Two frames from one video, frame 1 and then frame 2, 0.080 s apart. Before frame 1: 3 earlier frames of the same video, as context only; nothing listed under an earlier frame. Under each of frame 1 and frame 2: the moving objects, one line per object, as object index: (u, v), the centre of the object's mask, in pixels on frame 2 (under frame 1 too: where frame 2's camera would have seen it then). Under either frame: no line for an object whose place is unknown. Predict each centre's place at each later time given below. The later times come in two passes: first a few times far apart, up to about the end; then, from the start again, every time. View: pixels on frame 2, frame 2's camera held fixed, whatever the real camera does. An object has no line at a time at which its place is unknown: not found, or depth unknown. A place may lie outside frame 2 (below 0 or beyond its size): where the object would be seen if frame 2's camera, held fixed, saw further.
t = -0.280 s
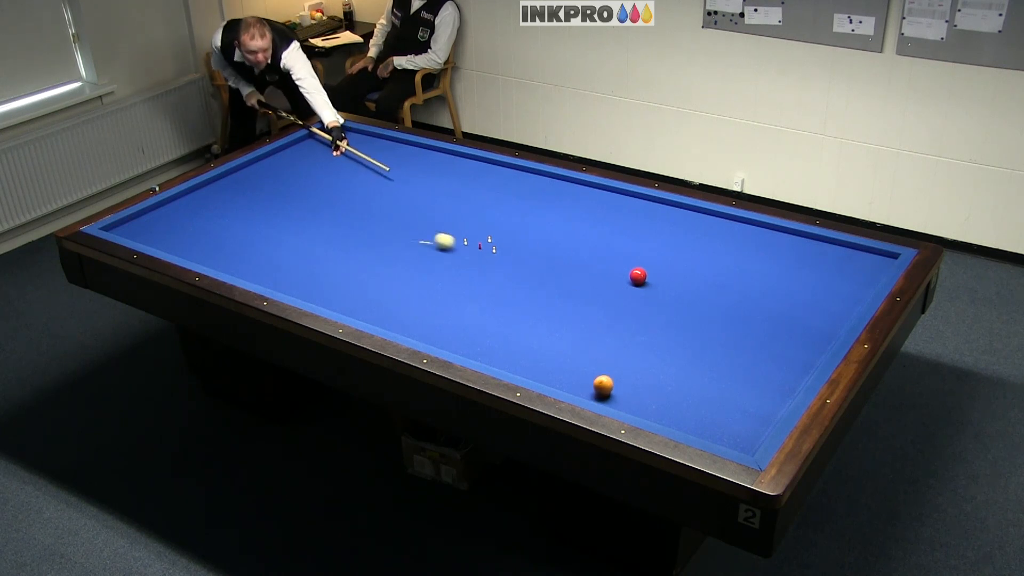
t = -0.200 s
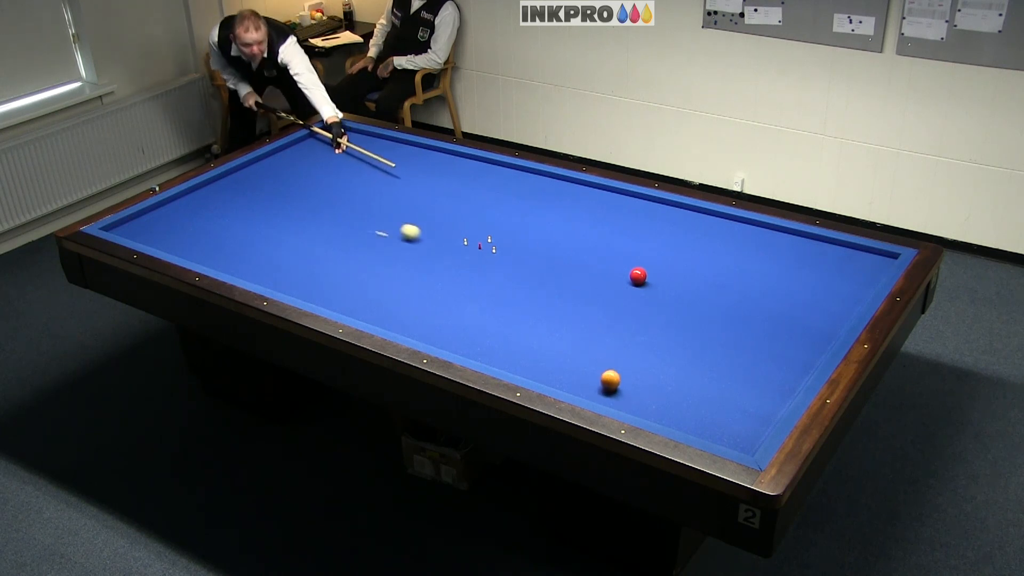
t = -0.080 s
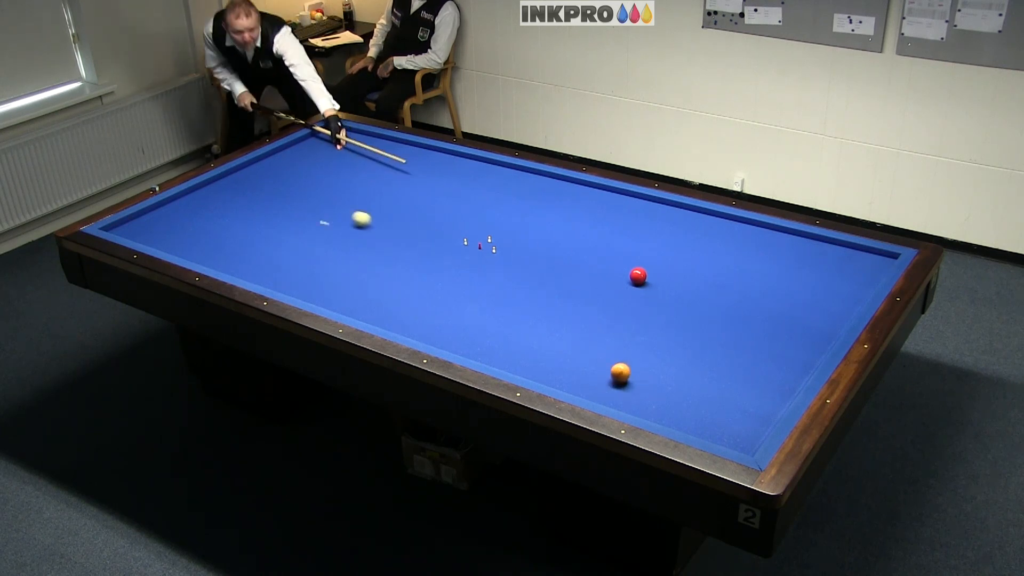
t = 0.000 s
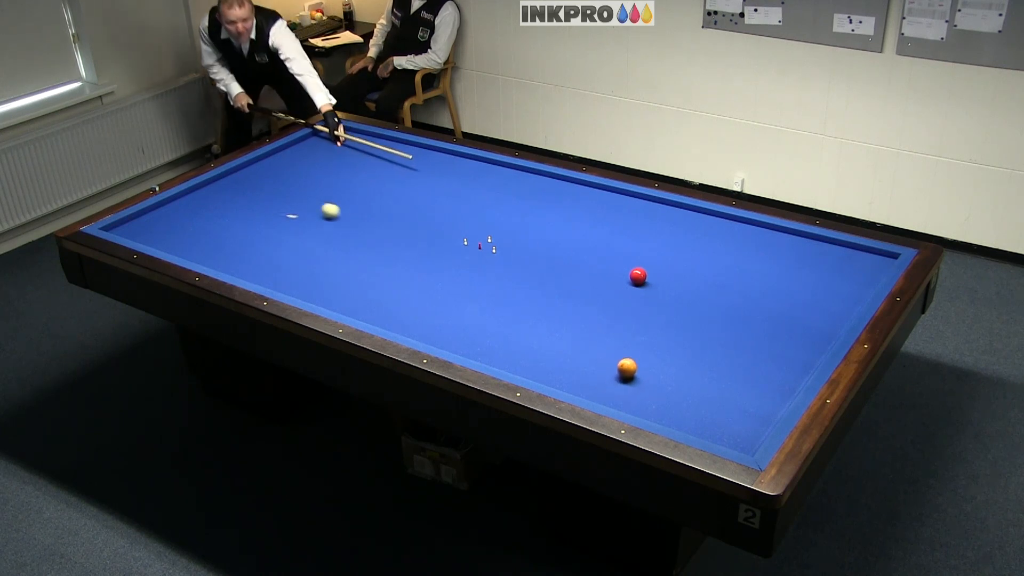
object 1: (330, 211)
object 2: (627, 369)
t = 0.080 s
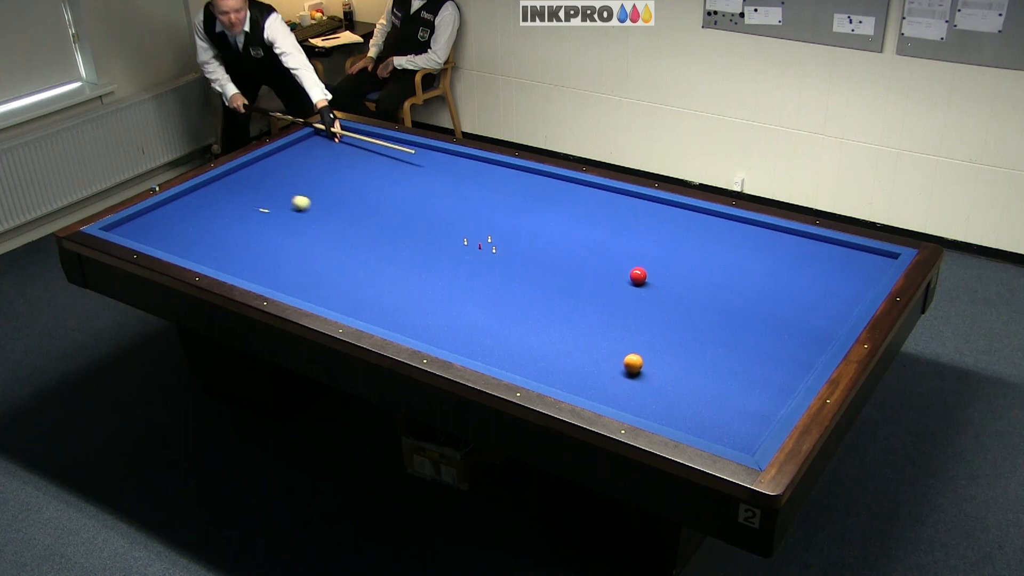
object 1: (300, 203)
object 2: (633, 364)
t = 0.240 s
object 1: (245, 189)
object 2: (645, 355)
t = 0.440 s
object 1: (238, 188)
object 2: (659, 344)
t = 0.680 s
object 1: (289, 203)
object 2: (675, 333)
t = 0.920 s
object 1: (335, 217)
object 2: (690, 321)
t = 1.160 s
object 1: (384, 231)
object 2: (704, 311)
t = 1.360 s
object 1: (427, 244)
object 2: (715, 302)
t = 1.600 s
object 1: (481, 260)
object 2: (727, 293)
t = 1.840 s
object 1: (539, 277)
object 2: (738, 284)
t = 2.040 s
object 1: (589, 292)
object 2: (747, 278)
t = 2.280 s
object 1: (652, 311)
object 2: (756, 270)
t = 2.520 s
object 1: (718, 330)
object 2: (766, 262)
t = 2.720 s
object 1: (776, 347)
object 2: (773, 257)
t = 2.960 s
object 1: (795, 353)
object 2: (781, 250)
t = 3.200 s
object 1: (756, 341)
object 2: (788, 244)
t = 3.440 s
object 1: (719, 330)
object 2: (795, 238)
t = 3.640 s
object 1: (690, 322)
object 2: (799, 236)
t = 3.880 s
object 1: (657, 312)
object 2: (797, 239)
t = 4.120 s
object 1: (625, 303)
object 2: (795, 242)
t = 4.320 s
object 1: (601, 295)
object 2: (793, 244)
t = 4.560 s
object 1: (572, 287)
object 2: (792, 247)
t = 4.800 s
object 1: (545, 279)
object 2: (790, 249)
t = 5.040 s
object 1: (519, 271)
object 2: (789, 250)
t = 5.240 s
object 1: (499, 265)
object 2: (788, 252)
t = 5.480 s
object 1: (476, 258)
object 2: (787, 253)
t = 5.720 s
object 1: (455, 252)
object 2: (786, 254)
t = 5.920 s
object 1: (438, 246)
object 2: (786, 255)
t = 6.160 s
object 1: (418, 240)
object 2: (785, 255)
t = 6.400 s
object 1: (400, 235)
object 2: (785, 255)
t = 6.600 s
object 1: (386, 230)
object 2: (785, 255)
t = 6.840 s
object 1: (370, 225)
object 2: (785, 255)
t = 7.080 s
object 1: (354, 220)
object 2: (785, 255)
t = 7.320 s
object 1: (340, 216)
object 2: (785, 255)
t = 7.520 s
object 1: (329, 212)
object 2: (785, 255)
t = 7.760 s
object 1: (316, 208)
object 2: (785, 255)
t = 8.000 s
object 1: (304, 204)
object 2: (785, 255)
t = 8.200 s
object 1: (295, 201)
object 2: (785, 255)
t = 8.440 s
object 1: (284, 197)
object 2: (785, 255)
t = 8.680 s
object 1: (274, 194)
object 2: (785, 255)
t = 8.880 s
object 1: (266, 191)
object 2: (785, 255)
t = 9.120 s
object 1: (257, 188)
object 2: (785, 255)
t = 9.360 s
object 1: (249, 185)
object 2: (785, 255)
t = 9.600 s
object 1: (241, 182)
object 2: (785, 255)
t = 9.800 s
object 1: (235, 180)
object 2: (785, 255)
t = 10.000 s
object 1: (229, 178)
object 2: (785, 255)
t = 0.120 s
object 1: (286, 200)
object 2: (636, 362)
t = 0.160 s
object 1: (272, 196)
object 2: (639, 360)
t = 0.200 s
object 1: (258, 192)
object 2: (642, 357)
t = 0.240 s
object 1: (245, 189)
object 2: (645, 355)
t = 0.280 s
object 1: (232, 185)
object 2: (648, 353)
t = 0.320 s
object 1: (219, 181)
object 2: (651, 351)
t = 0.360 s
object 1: (219, 181)
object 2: (654, 349)
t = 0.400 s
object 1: (229, 185)
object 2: (657, 346)
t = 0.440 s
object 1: (238, 188)
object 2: (659, 344)
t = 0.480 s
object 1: (248, 191)
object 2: (662, 342)
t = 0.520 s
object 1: (257, 193)
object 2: (665, 340)
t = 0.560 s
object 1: (265, 196)
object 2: (668, 338)
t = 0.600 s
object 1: (273, 198)
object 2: (670, 337)
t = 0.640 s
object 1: (281, 200)
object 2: (673, 335)
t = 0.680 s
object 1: (289, 203)
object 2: (675, 333)
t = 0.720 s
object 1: (296, 205)
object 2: (678, 331)
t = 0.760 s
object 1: (304, 207)
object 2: (680, 329)
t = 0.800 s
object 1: (311, 209)
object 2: (683, 327)
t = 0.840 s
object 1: (319, 212)
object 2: (686, 325)
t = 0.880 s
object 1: (327, 214)
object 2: (688, 323)
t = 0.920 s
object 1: (335, 217)
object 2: (690, 321)
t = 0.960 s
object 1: (343, 219)
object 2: (693, 320)
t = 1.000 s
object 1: (351, 221)
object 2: (695, 318)
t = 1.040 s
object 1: (359, 224)
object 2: (697, 316)
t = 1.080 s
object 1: (367, 226)
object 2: (700, 314)
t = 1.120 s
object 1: (376, 228)
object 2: (702, 313)
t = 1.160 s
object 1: (384, 231)
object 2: (704, 311)
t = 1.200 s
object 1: (392, 233)
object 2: (706, 309)
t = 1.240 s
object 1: (401, 236)
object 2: (708, 307)
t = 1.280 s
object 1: (410, 239)
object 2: (711, 306)
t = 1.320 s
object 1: (418, 241)
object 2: (713, 304)
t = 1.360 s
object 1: (427, 244)
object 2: (715, 302)
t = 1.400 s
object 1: (436, 246)
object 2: (717, 301)
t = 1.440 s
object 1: (445, 249)
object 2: (719, 299)
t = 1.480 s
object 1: (454, 252)
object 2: (721, 298)
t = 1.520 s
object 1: (463, 255)
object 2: (723, 296)
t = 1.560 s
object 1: (472, 257)
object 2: (725, 295)
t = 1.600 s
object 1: (481, 260)
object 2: (727, 293)
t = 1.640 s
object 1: (490, 263)
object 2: (729, 292)
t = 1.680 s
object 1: (500, 266)
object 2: (731, 290)
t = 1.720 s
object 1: (510, 269)
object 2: (732, 289)
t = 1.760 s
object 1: (519, 271)
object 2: (734, 287)
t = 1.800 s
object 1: (529, 274)
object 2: (736, 286)
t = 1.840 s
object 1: (539, 277)
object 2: (738, 284)
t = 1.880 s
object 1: (548, 280)
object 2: (740, 283)
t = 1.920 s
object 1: (558, 283)
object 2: (741, 282)
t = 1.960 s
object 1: (568, 286)
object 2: (743, 280)
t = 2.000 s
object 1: (579, 289)
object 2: (745, 279)
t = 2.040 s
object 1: (589, 292)
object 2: (747, 278)
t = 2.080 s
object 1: (599, 295)
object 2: (748, 276)
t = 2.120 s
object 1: (610, 298)
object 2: (750, 275)
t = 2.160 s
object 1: (620, 301)
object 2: (752, 274)
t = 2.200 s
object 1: (631, 304)
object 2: (753, 272)
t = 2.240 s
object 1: (641, 307)
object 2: (755, 271)
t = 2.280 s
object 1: (652, 311)
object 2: (756, 270)
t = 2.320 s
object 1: (663, 314)
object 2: (758, 269)
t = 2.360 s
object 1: (674, 317)
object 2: (760, 267)
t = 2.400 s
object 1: (685, 320)
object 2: (761, 266)
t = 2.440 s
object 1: (696, 323)
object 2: (763, 265)
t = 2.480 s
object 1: (707, 327)
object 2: (764, 264)
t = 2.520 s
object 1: (718, 330)
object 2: (766, 262)
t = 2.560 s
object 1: (729, 334)
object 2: (767, 261)
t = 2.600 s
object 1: (741, 337)
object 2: (768, 260)
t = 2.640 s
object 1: (753, 340)
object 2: (770, 259)
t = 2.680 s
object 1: (765, 344)
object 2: (771, 258)
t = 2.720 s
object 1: (776, 347)
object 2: (773, 257)
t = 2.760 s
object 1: (788, 351)
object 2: (774, 255)
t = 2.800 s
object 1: (800, 354)
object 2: (776, 254)
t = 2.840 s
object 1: (812, 357)
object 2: (777, 253)
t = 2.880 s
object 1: (811, 358)
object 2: (778, 252)
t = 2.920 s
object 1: (803, 355)
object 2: (779, 251)
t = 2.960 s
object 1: (795, 353)
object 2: (781, 250)
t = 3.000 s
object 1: (788, 351)
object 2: (782, 249)
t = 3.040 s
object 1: (781, 349)
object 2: (783, 248)
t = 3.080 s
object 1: (775, 347)
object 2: (785, 247)
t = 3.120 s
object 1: (768, 345)
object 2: (786, 246)
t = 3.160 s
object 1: (762, 343)
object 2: (787, 245)
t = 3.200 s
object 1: (756, 341)
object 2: (788, 244)
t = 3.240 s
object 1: (749, 339)
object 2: (789, 243)
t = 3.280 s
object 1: (743, 338)
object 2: (791, 242)
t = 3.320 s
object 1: (737, 336)
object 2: (792, 241)
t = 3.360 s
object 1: (731, 334)
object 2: (793, 240)
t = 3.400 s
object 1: (725, 332)
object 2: (794, 239)
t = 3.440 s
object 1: (719, 330)
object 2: (795, 238)
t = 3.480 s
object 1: (713, 329)
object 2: (796, 237)
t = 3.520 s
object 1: (707, 327)
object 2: (798, 236)
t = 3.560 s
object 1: (701, 325)
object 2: (798, 236)
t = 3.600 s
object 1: (696, 323)
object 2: (799, 235)
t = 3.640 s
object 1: (690, 322)
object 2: (799, 236)
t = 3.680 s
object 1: (684, 320)
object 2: (799, 236)
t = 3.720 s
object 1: (679, 319)
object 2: (798, 237)
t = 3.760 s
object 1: (673, 317)
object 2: (798, 237)
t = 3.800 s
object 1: (668, 315)
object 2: (798, 238)
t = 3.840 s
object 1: (662, 314)
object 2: (797, 238)
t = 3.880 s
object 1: (657, 312)
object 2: (797, 239)
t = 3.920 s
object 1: (651, 310)
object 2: (797, 239)
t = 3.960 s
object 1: (646, 309)
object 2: (796, 240)
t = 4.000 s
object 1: (641, 307)
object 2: (796, 240)
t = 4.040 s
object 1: (636, 305)
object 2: (796, 241)
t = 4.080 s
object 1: (631, 304)
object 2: (795, 241)
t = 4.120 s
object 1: (625, 303)
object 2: (795, 242)
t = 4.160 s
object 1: (621, 301)
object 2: (795, 242)
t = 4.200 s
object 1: (615, 300)
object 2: (794, 243)
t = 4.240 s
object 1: (610, 298)
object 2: (794, 243)
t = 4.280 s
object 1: (605, 297)
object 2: (794, 244)
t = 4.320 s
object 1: (601, 295)
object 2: (793, 244)
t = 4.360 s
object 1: (596, 294)
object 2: (793, 244)
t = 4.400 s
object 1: (591, 292)
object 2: (793, 245)
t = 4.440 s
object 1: (586, 291)
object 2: (793, 245)
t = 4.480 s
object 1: (581, 290)
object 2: (792, 246)
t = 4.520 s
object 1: (576, 288)
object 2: (792, 246)
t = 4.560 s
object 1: (572, 287)
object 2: (792, 247)
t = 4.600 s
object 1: (567, 285)
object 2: (791, 247)
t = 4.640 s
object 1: (563, 284)
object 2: (791, 247)
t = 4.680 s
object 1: (558, 283)
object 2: (791, 248)
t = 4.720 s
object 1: (554, 282)
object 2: (791, 248)
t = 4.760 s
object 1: (549, 280)
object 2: (790, 248)
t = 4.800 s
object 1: (545, 279)
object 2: (790, 249)
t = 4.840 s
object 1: (540, 278)
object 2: (790, 249)
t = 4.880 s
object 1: (536, 276)
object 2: (790, 249)
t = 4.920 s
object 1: (532, 275)
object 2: (789, 250)
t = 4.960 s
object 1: (527, 274)
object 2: (789, 250)
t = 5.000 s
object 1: (523, 273)
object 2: (789, 250)
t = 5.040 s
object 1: (519, 271)
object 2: (789, 250)
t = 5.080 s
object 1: (515, 270)
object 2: (789, 251)
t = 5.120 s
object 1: (511, 269)
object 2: (788, 251)
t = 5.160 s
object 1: (507, 268)
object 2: (788, 251)
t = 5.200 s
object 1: (503, 267)
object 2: (788, 252)
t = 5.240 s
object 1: (499, 265)
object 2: (788, 252)
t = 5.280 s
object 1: (495, 264)
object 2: (788, 252)
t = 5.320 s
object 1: (491, 263)
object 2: (788, 252)
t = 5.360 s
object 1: (487, 262)
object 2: (787, 252)
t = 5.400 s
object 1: (484, 261)
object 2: (787, 253)
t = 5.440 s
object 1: (479, 259)
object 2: (787, 253)
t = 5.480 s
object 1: (476, 258)
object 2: (787, 253)
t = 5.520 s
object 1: (472, 257)
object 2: (787, 253)
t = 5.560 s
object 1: (469, 256)
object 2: (787, 253)
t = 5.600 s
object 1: (465, 255)
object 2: (787, 254)
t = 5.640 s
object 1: (461, 254)
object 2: (787, 254)
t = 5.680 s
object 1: (458, 253)
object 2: (786, 254)
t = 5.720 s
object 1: (455, 252)
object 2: (786, 254)
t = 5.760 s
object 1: (451, 251)
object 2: (786, 254)
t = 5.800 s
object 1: (448, 250)
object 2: (786, 254)
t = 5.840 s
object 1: (444, 249)
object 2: (786, 255)
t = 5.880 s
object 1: (441, 248)
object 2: (786, 255)
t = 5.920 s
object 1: (438, 246)
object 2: (786, 255)
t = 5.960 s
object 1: (434, 246)
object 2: (786, 255)
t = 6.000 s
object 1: (431, 244)
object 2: (786, 255)
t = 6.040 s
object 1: (428, 243)
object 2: (785, 255)
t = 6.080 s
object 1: (424, 242)
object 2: (785, 255)
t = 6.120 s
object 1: (421, 242)
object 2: (785, 255)
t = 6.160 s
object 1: (418, 240)
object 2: (785, 255)
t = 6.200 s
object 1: (415, 240)
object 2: (785, 255)
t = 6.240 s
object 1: (412, 239)
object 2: (785, 255)
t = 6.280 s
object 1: (409, 238)
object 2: (785, 255)
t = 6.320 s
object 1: (406, 237)
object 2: (785, 255)
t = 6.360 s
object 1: (403, 236)
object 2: (785, 255)
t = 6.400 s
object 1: (400, 235)
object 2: (785, 255)
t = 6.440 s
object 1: (397, 234)
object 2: (785, 255)
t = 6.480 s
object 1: (394, 233)
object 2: (785, 255)
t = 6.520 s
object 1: (391, 232)
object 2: (785, 255)
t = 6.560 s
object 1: (389, 231)
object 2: (785, 255)
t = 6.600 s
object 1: (386, 230)
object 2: (785, 255)
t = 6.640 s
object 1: (383, 230)
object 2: (785, 255)
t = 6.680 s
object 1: (380, 229)
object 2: (785, 255)
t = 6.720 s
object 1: (378, 228)
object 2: (785, 255)
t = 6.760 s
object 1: (375, 227)
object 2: (785, 255)
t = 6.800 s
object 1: (372, 226)
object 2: (785, 255)
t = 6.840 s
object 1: (370, 225)
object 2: (785, 255)
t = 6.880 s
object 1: (367, 224)
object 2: (785, 255)
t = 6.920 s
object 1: (364, 224)
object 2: (785, 255)
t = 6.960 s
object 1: (362, 223)
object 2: (785, 255)
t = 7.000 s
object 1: (360, 222)
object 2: (785, 255)
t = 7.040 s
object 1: (357, 221)
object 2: (785, 255)
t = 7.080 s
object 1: (354, 220)
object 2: (785, 255)
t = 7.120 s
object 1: (352, 219)
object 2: (785, 255)
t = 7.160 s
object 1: (350, 219)
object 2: (785, 255)
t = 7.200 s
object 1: (347, 218)
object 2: (785, 255)
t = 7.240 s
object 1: (345, 217)
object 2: (785, 255)
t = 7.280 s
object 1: (343, 216)
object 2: (785, 255)
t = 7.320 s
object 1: (340, 216)
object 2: (785, 255)
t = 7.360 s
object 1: (338, 215)
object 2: (785, 255)
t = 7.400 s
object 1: (336, 214)
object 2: (785, 255)
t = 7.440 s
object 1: (333, 213)
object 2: (785, 255)
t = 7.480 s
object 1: (331, 213)
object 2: (785, 255)
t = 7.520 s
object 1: (329, 212)
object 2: (785, 255)
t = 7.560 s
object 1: (327, 211)
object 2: (785, 255)
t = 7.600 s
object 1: (325, 210)
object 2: (785, 255)
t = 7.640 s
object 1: (323, 210)
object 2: (785, 255)
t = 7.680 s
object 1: (320, 209)
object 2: (785, 255)
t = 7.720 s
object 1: (318, 208)
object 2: (785, 255)
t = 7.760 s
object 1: (316, 208)
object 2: (785, 255)
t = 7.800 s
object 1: (314, 207)
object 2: (785, 255)
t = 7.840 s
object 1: (312, 207)
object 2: (785, 255)
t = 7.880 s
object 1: (310, 206)
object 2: (785, 255)
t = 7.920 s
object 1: (308, 205)
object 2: (785, 255)
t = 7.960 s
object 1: (306, 204)
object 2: (785, 255)
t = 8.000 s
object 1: (304, 204)
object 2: (785, 255)
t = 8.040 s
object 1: (302, 203)
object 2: (785, 255)
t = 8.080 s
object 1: (300, 203)
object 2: (785, 255)
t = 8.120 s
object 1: (298, 202)
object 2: (785, 255)
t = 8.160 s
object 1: (297, 201)
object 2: (785, 255)
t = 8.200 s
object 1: (295, 201)
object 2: (785, 255)
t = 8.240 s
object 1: (293, 200)
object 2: (785, 255)
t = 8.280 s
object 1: (291, 199)
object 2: (785, 255)
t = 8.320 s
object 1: (289, 199)
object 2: (785, 255)
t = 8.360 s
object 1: (287, 198)
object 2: (785, 255)
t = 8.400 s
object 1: (286, 197)
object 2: (785, 255)
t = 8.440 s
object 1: (284, 197)
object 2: (785, 255)
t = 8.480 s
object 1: (282, 196)
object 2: (785, 255)
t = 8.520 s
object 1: (281, 196)
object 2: (785, 255)
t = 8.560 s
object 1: (279, 195)
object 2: (785, 255)
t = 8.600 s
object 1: (277, 195)
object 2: (785, 255)
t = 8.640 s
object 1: (275, 194)
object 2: (785, 255)
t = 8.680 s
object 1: (274, 194)
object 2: (785, 255)
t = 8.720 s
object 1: (272, 193)
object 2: (785, 255)
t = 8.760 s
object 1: (271, 193)
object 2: (785, 255)
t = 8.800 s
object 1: (269, 192)
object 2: (785, 255)
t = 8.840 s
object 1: (267, 192)
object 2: (785, 255)
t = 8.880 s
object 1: (266, 191)
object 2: (785, 255)
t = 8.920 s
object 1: (264, 191)
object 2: (785, 255)
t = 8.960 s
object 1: (263, 190)
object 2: (785, 255)
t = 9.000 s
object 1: (261, 190)
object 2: (785, 255)
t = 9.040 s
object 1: (260, 189)
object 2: (785, 255)
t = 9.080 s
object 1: (258, 189)
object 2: (785, 255)
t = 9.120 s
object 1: (257, 188)
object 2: (785, 255)
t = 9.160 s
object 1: (256, 187)
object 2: (785, 255)
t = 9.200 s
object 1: (254, 187)
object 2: (785, 255)
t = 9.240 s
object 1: (253, 187)
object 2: (785, 255)
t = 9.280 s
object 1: (251, 186)
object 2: (785, 255)
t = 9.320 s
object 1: (250, 186)
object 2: (785, 255)
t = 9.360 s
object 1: (249, 185)
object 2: (785, 255)
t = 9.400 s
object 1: (247, 185)
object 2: (785, 255)
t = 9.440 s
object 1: (246, 184)
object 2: (785, 255)
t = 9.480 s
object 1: (245, 184)
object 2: (785, 255)
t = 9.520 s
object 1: (244, 183)
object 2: (785, 255)
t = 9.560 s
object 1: (242, 183)
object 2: (785, 255)
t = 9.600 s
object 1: (241, 182)
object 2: (785, 255)
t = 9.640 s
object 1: (240, 182)
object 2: (785, 255)
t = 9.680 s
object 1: (239, 182)
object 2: (785, 255)
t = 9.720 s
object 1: (237, 181)
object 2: (785, 255)
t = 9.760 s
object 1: (236, 181)
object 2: (785, 255)
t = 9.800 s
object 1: (235, 180)
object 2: (785, 255)
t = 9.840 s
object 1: (234, 180)
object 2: (785, 255)
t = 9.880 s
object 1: (233, 180)
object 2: (785, 255)
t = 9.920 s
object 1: (231, 179)
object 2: (785, 255)
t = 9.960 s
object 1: (230, 179)
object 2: (785, 255)
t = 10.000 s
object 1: (229, 178)
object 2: (785, 255)
